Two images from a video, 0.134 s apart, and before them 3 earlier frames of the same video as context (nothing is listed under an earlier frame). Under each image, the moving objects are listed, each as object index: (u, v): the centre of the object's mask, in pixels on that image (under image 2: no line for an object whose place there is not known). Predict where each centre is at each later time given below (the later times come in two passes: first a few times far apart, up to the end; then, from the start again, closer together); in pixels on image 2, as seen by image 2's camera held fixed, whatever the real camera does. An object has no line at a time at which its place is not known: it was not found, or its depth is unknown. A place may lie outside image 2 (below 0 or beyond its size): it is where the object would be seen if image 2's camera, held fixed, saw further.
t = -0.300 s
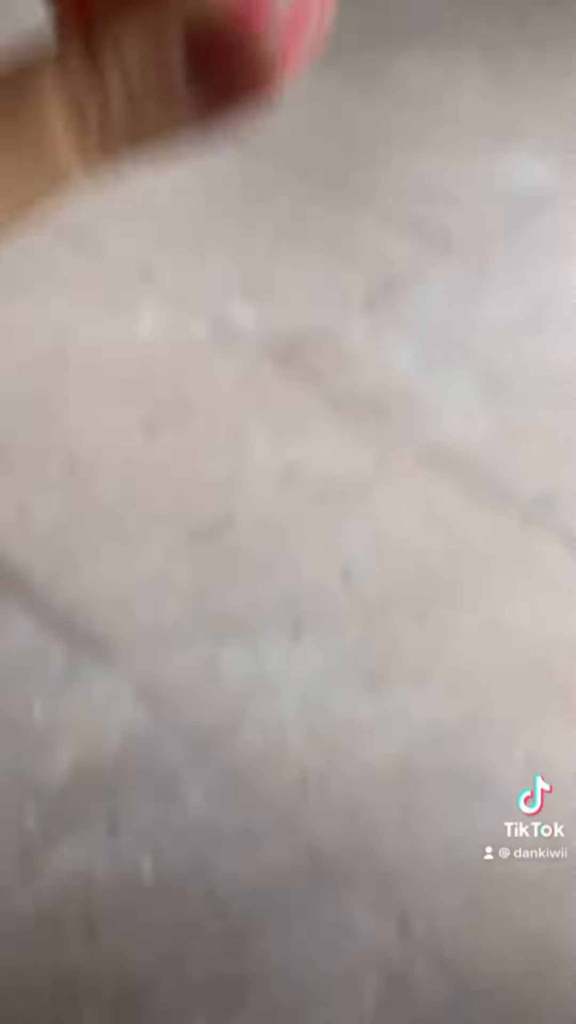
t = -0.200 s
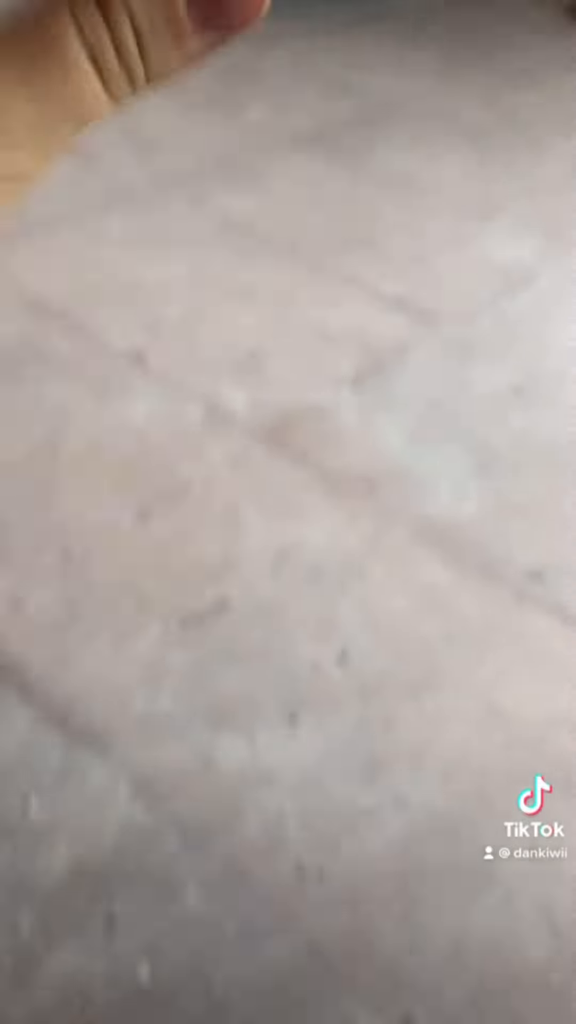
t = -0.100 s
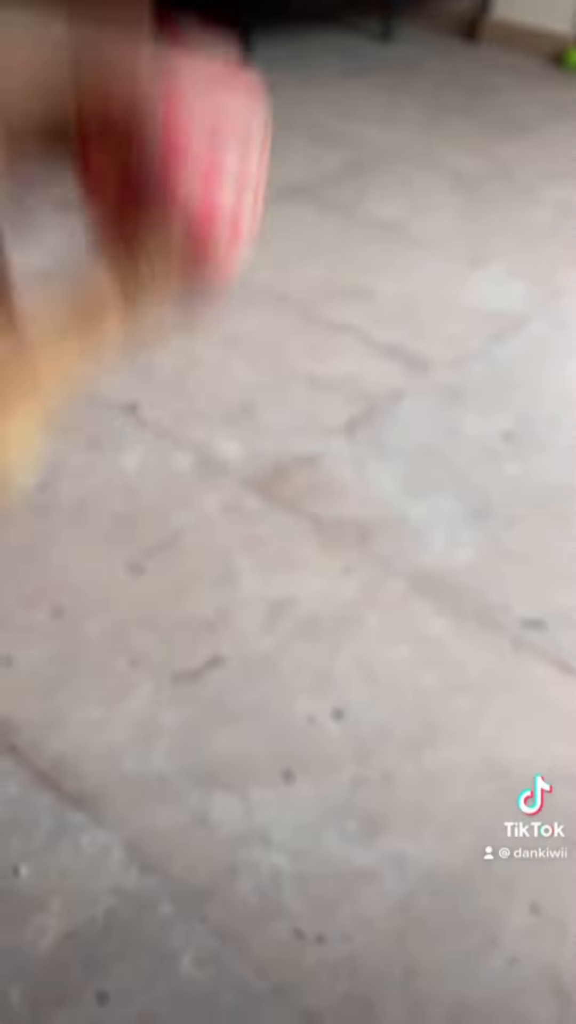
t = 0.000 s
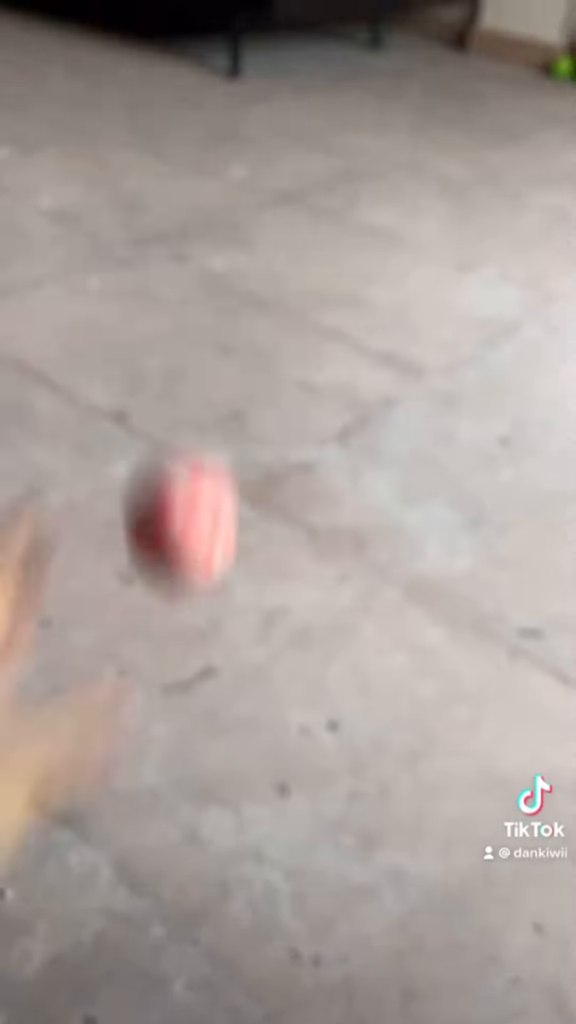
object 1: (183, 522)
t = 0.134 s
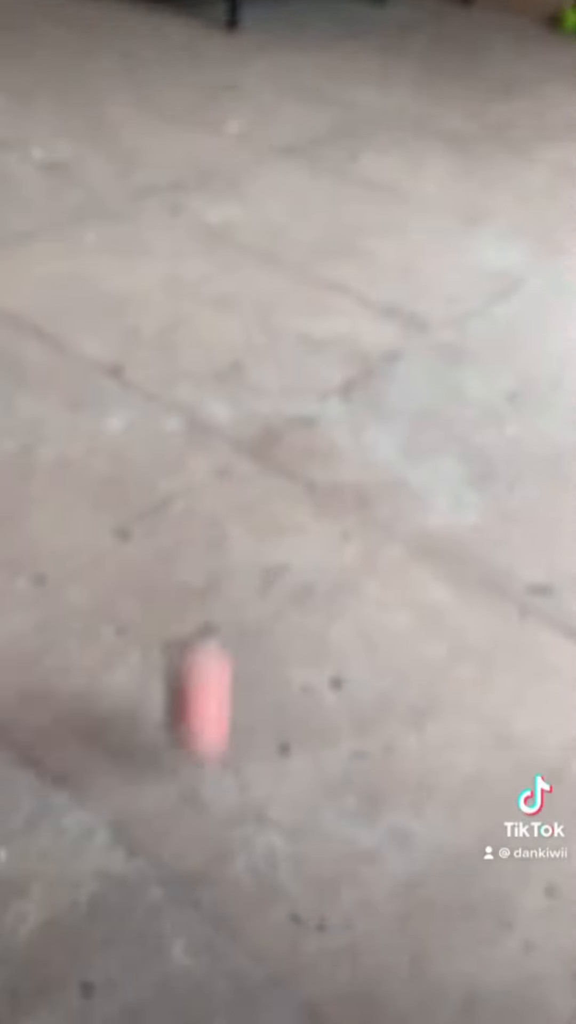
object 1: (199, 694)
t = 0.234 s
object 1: (217, 397)
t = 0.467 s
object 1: (259, 123)
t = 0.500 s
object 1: (262, 163)
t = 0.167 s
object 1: (204, 603)
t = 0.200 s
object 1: (210, 499)
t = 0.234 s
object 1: (217, 397)
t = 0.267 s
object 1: (224, 303)
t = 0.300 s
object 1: (231, 222)
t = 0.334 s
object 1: (238, 157)
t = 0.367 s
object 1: (245, 117)
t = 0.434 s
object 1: (256, 99)
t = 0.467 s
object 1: (259, 123)
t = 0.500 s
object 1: (262, 163)
